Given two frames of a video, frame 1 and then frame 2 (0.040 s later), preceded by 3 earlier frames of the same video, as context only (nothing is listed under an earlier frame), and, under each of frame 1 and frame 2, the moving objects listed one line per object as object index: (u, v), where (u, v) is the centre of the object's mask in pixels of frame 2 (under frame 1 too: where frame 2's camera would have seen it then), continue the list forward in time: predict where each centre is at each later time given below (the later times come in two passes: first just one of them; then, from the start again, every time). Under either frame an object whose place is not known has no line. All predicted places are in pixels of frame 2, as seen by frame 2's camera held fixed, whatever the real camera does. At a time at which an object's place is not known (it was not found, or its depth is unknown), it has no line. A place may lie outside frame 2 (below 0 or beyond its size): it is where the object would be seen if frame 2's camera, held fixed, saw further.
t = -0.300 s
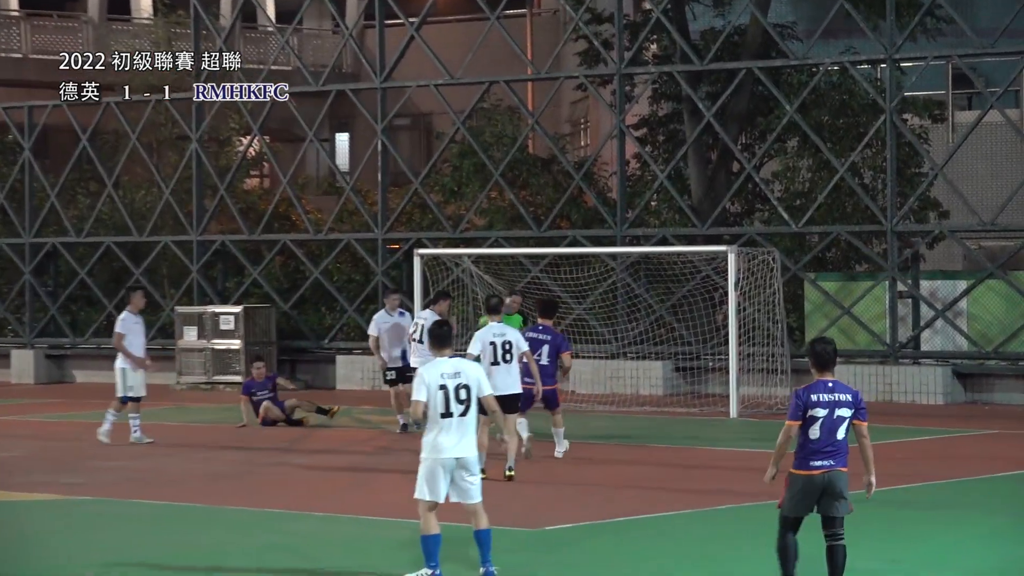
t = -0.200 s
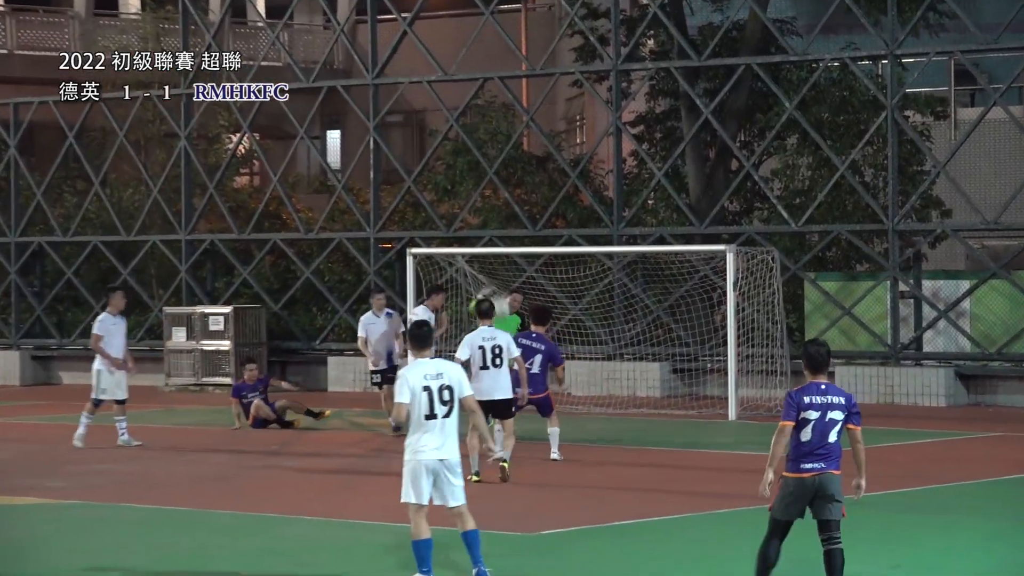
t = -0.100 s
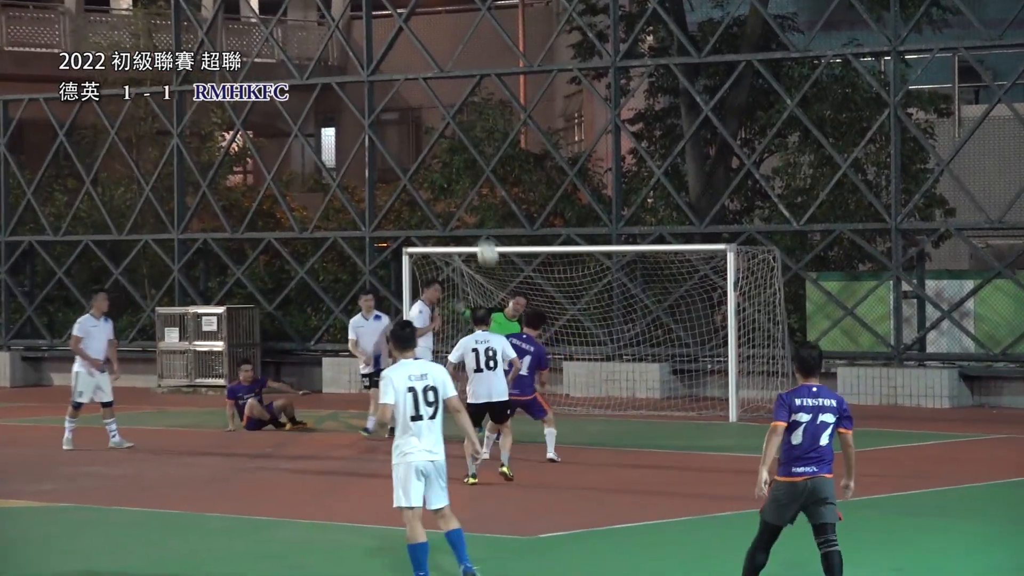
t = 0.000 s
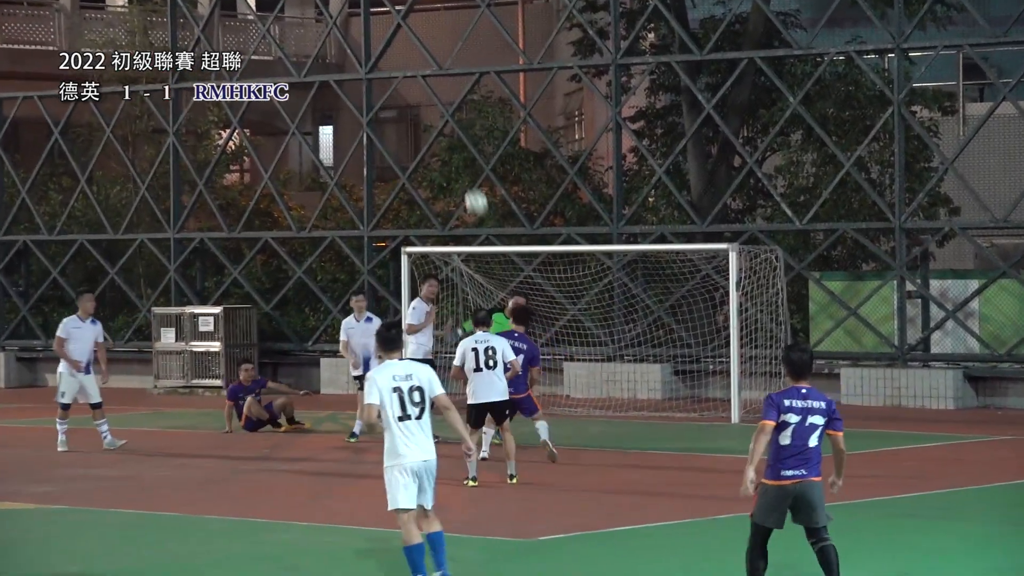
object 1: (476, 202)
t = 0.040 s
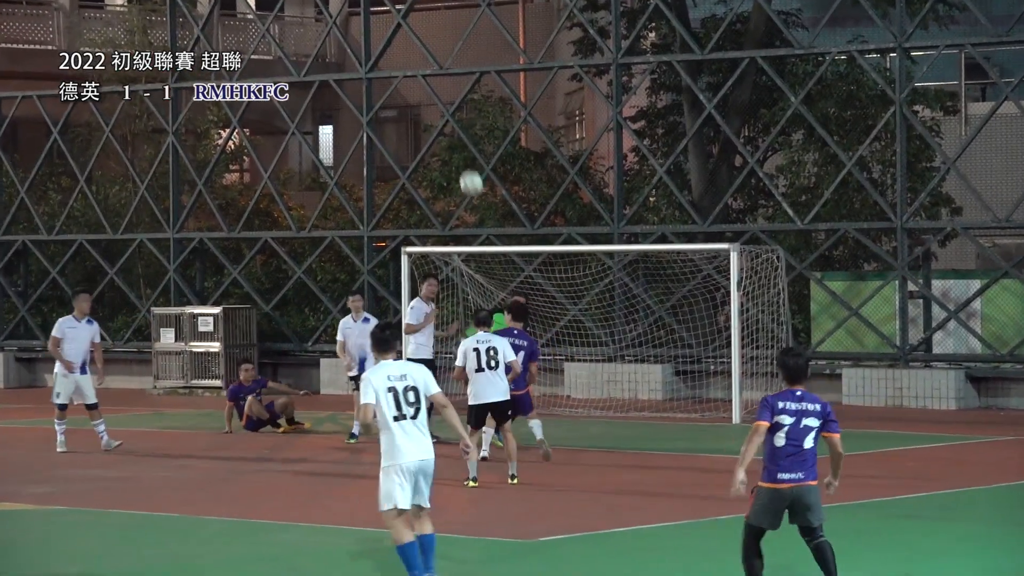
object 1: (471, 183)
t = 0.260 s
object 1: (439, 98)
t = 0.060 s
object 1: (469, 174)
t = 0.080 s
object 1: (466, 166)
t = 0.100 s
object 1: (464, 157)
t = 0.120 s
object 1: (461, 149)
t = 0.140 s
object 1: (458, 140)
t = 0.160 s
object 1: (455, 133)
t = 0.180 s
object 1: (452, 126)
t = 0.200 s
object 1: (449, 118)
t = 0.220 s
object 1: (446, 111)
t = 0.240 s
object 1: (443, 105)
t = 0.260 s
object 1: (439, 98)
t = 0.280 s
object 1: (436, 92)
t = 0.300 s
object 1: (432, 87)
